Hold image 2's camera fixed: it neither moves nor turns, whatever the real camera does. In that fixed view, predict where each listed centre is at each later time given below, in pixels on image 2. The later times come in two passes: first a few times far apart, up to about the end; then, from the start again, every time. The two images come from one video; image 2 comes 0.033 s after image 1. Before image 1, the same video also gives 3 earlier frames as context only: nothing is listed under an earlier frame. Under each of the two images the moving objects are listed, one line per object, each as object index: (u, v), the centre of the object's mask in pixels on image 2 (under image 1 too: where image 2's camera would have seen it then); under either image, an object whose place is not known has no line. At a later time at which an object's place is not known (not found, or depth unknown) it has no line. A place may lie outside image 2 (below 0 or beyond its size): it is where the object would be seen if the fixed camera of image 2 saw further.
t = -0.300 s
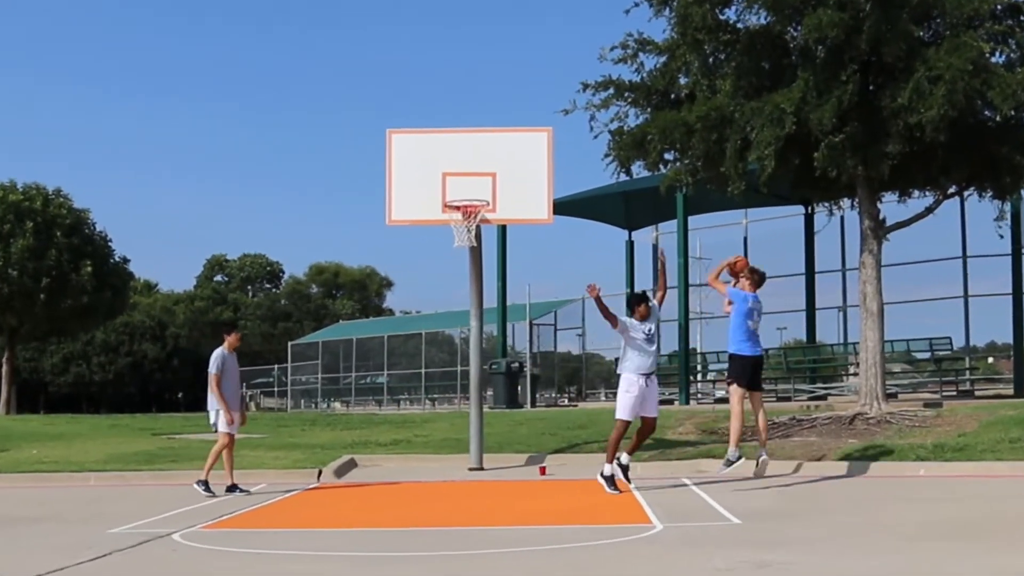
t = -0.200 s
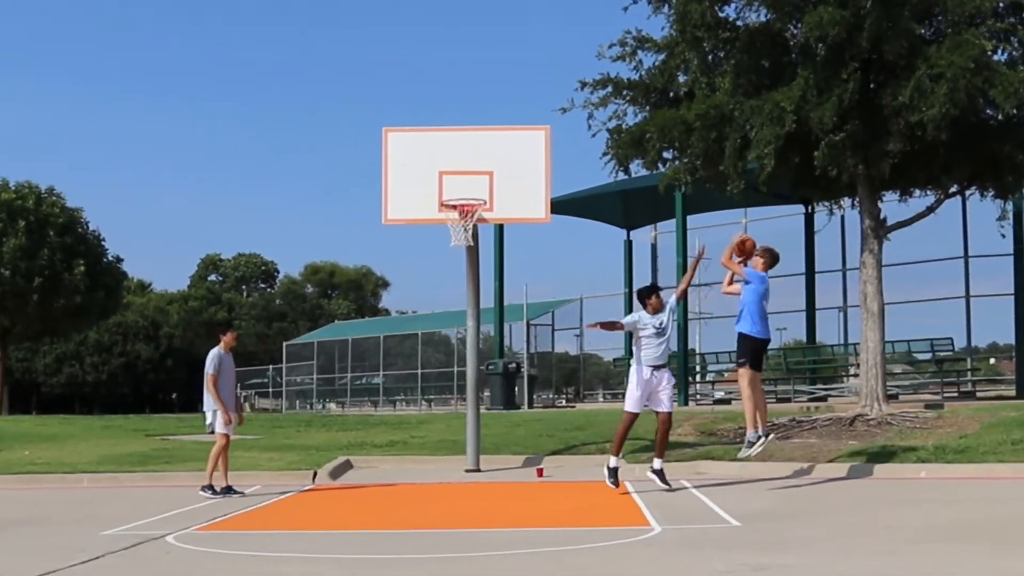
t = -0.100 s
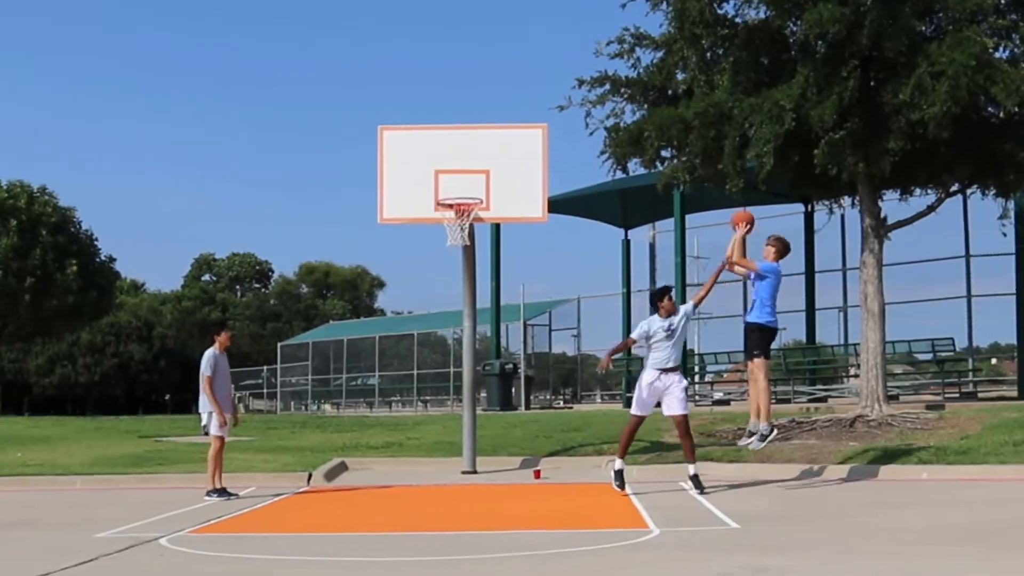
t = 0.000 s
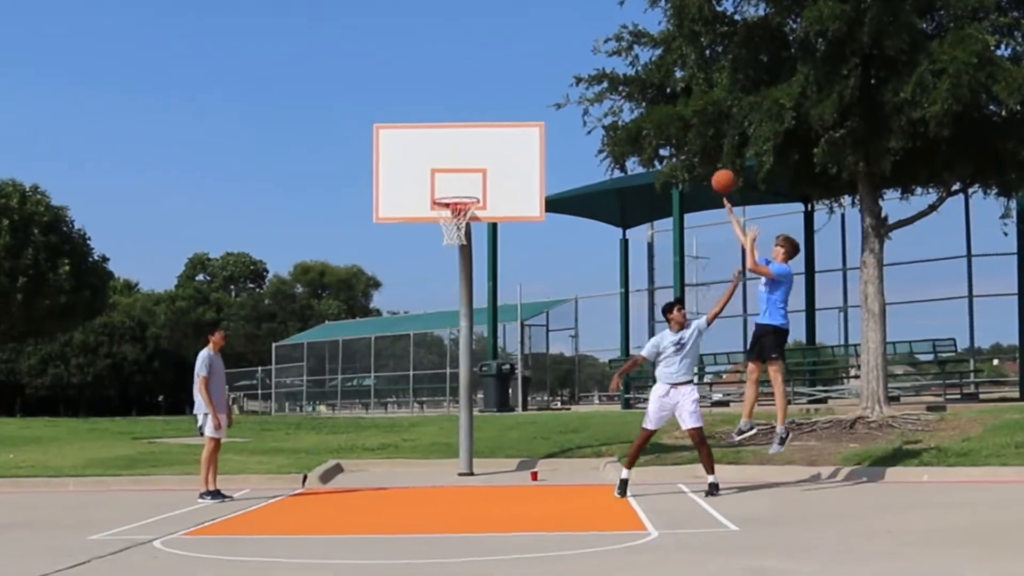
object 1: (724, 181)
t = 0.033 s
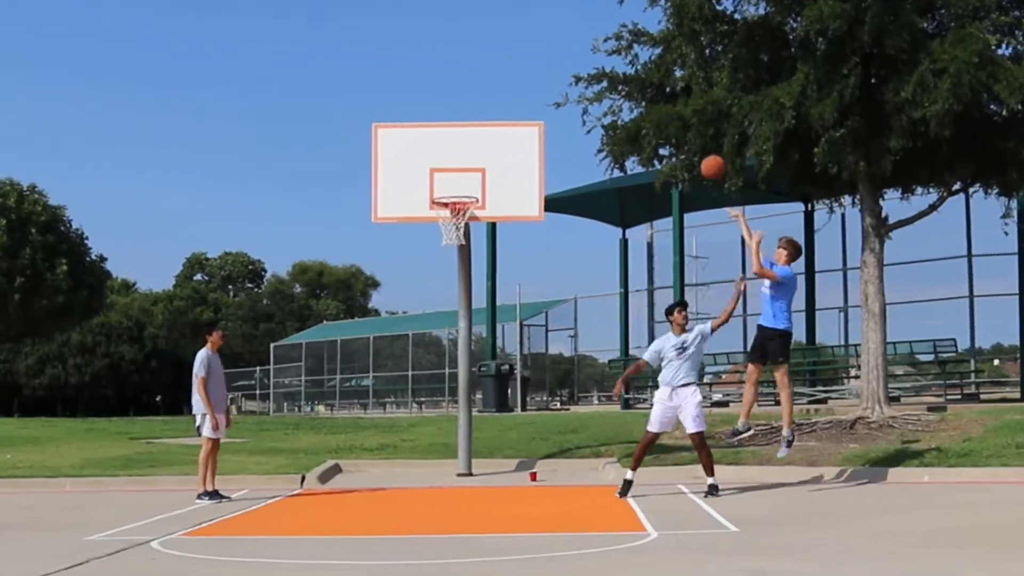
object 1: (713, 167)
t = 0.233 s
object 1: (652, 109)
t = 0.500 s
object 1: (573, 93)
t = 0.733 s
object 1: (507, 133)
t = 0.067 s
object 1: (702, 155)
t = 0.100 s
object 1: (692, 143)
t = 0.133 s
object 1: (682, 133)
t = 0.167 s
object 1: (672, 124)
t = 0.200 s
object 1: (662, 116)
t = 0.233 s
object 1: (652, 109)
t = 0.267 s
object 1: (641, 103)
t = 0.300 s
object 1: (631, 98)
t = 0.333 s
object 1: (622, 95)
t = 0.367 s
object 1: (611, 92)
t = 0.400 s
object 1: (602, 90)
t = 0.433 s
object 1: (592, 90)
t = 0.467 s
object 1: (582, 91)
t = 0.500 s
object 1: (573, 93)
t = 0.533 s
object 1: (563, 95)
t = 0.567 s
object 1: (554, 99)
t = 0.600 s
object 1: (545, 104)
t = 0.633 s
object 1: (535, 110)
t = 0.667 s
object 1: (526, 116)
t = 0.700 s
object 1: (517, 124)
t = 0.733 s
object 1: (507, 133)
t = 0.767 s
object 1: (498, 143)
